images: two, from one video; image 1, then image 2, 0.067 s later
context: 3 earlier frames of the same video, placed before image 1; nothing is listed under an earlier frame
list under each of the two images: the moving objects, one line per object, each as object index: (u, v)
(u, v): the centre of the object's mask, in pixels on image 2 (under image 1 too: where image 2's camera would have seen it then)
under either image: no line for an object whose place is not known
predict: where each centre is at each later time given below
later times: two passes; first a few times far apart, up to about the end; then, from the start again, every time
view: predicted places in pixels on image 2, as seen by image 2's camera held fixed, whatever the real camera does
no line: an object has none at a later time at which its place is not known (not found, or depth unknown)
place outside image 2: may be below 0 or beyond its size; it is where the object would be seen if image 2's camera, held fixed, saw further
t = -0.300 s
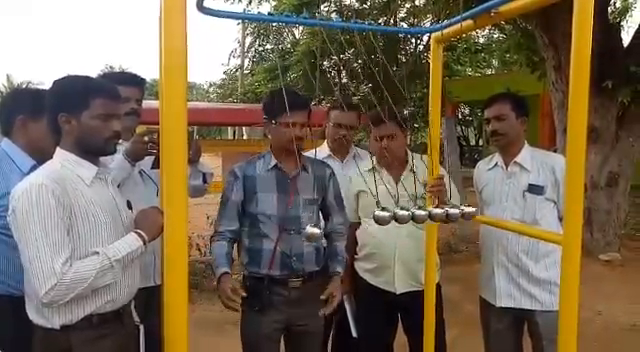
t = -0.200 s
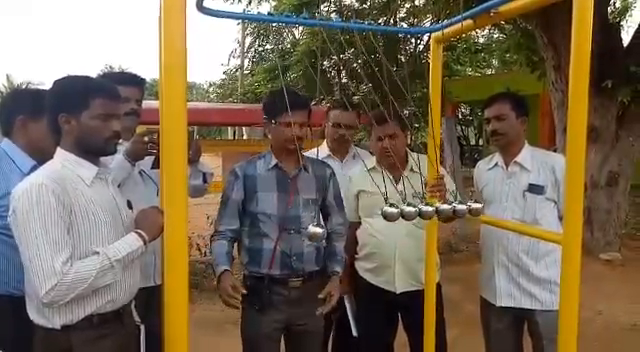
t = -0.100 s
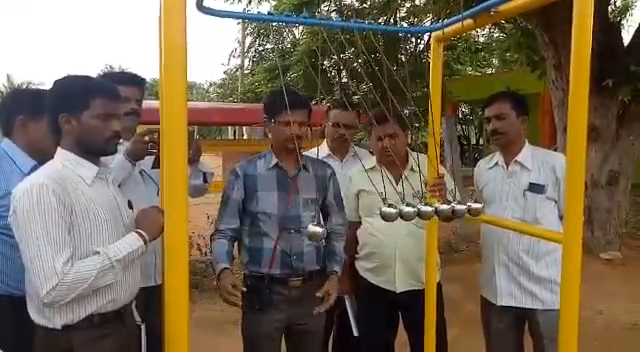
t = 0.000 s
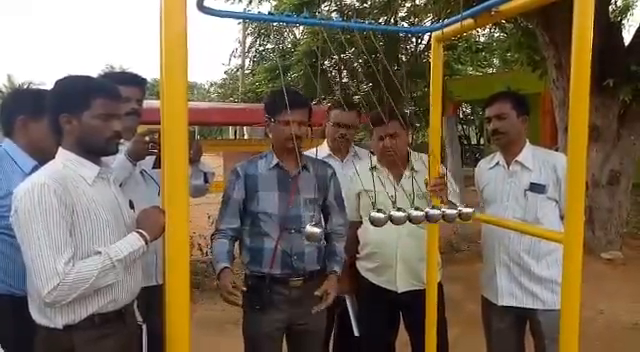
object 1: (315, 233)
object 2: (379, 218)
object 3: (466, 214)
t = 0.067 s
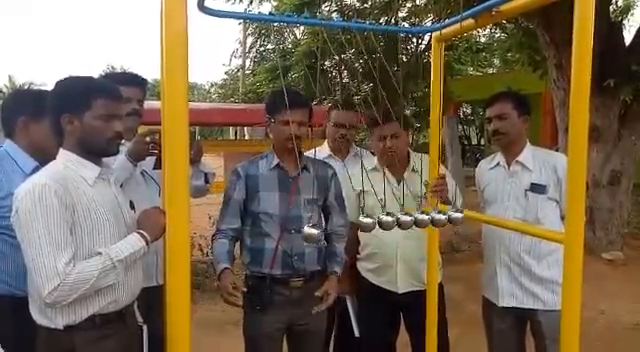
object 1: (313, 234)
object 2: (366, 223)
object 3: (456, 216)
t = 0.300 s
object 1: (283, 234)
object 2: (305, 232)
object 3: (402, 227)
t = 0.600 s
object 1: (212, 225)
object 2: (235, 223)
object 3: (381, 227)
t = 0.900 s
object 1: (233, 230)
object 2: (255, 227)
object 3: (390, 227)
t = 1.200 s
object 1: (315, 232)
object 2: (340, 227)
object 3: (431, 224)
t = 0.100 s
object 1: (310, 233)
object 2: (359, 225)
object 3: (449, 219)
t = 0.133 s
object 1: (307, 234)
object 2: (351, 225)
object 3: (442, 222)
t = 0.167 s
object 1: (305, 234)
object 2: (341, 229)
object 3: (433, 223)
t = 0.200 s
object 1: (304, 234)
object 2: (332, 230)
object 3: (424, 225)
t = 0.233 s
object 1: (301, 235)
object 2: (322, 232)
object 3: (416, 226)
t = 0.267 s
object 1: (293, 234)
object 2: (315, 232)
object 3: (407, 227)
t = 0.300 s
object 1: (283, 234)
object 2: (305, 232)
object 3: (402, 227)
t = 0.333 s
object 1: (273, 235)
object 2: (294, 232)
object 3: (398, 227)
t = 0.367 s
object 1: (264, 234)
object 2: (285, 231)
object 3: (395, 227)
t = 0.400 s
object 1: (254, 231)
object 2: (275, 230)
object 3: (393, 227)
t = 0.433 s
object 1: (246, 230)
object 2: (266, 230)
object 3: (390, 227)
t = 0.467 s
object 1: (237, 230)
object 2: (258, 229)
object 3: (387, 227)
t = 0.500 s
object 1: (230, 228)
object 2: (251, 227)
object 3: (385, 227)
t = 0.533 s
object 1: (222, 228)
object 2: (245, 225)
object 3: (384, 227)
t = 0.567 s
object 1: (217, 227)
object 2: (239, 223)
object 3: (382, 226)
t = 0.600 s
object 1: (212, 225)
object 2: (235, 223)
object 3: (381, 227)
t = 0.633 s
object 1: (209, 225)
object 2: (232, 222)
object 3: (381, 227)
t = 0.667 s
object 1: (207, 224)
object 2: (230, 222)
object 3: (381, 227)
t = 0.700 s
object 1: (206, 224)
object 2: (230, 221)
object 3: (381, 227)
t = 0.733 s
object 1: (208, 224)
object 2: (231, 221)
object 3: (381, 227)
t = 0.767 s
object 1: (210, 225)
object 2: (233, 222)
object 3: (382, 227)
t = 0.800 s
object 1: (214, 226)
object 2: (237, 223)
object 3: (384, 227)
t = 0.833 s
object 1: (219, 227)
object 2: (242, 225)
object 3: (385, 227)
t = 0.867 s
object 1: (225, 229)
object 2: (249, 226)
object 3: (388, 227)
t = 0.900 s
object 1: (233, 230)
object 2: (255, 227)
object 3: (390, 227)
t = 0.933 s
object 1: (242, 231)
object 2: (263, 229)
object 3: (393, 227)
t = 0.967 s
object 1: (251, 231)
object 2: (272, 230)
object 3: (396, 227)
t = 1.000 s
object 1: (261, 232)
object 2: (282, 231)
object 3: (399, 227)
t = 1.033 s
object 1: (271, 233)
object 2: (292, 232)
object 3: (402, 227)
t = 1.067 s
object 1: (282, 233)
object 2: (302, 232)
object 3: (405, 227)
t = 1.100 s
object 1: (293, 232)
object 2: (312, 232)
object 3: (408, 227)
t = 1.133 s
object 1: (304, 233)
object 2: (323, 231)
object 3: (416, 226)
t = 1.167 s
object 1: (311, 232)
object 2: (331, 231)
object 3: (423, 225)
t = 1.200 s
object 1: (315, 232)
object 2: (340, 227)
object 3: (431, 224)
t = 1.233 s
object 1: (320, 233)
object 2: (348, 227)
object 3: (439, 222)
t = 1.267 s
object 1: (323, 232)
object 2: (357, 225)
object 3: (445, 219)
